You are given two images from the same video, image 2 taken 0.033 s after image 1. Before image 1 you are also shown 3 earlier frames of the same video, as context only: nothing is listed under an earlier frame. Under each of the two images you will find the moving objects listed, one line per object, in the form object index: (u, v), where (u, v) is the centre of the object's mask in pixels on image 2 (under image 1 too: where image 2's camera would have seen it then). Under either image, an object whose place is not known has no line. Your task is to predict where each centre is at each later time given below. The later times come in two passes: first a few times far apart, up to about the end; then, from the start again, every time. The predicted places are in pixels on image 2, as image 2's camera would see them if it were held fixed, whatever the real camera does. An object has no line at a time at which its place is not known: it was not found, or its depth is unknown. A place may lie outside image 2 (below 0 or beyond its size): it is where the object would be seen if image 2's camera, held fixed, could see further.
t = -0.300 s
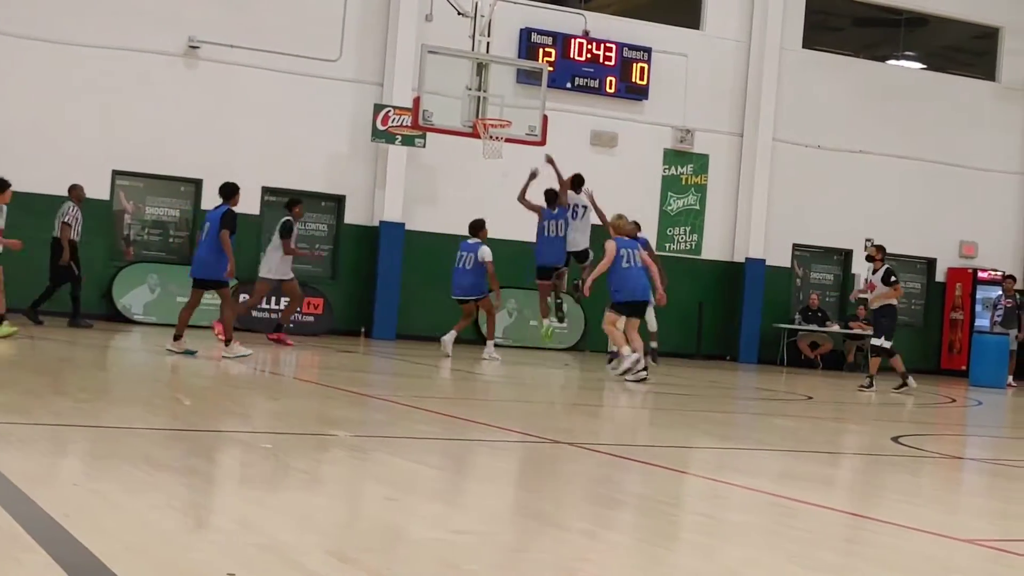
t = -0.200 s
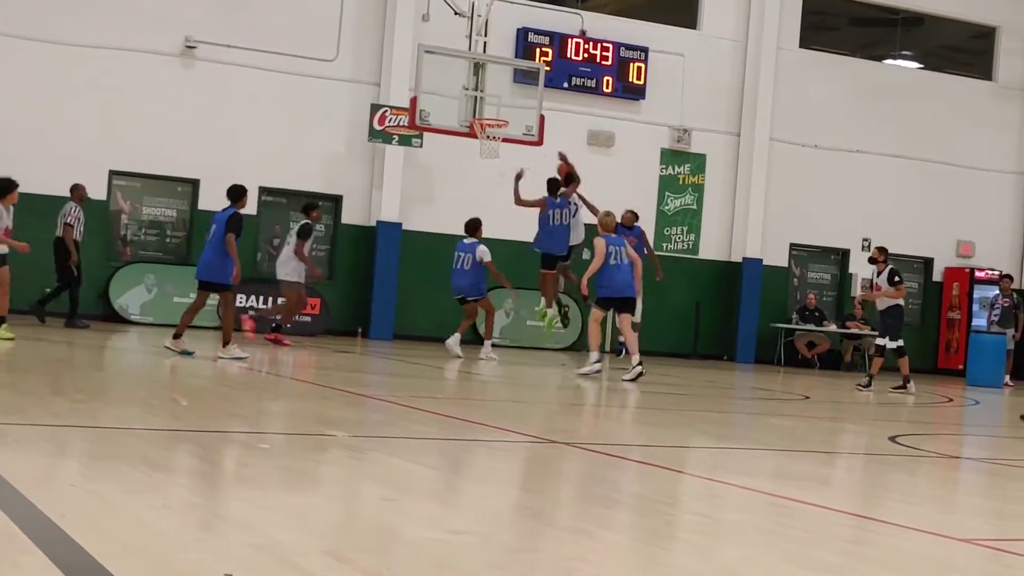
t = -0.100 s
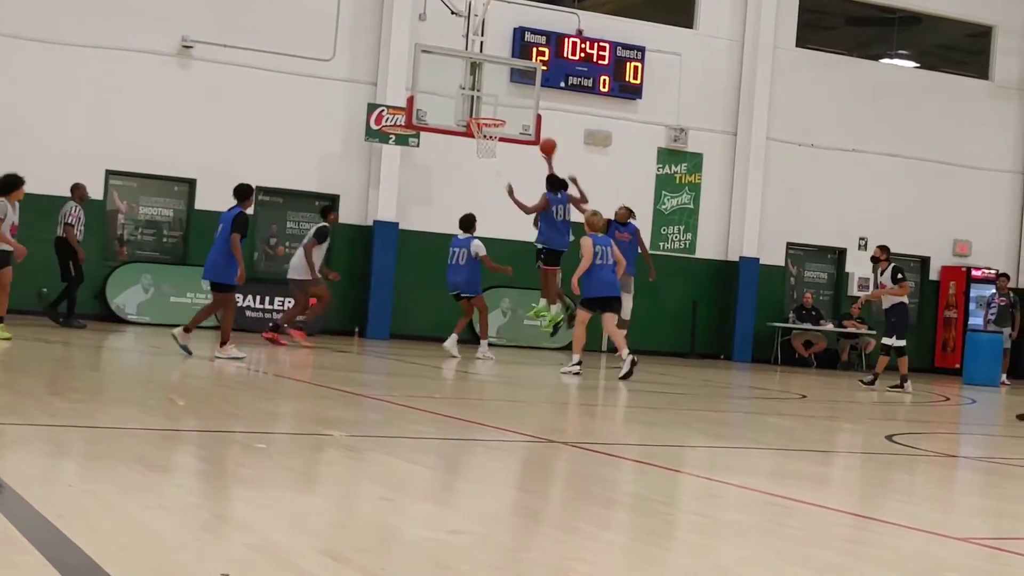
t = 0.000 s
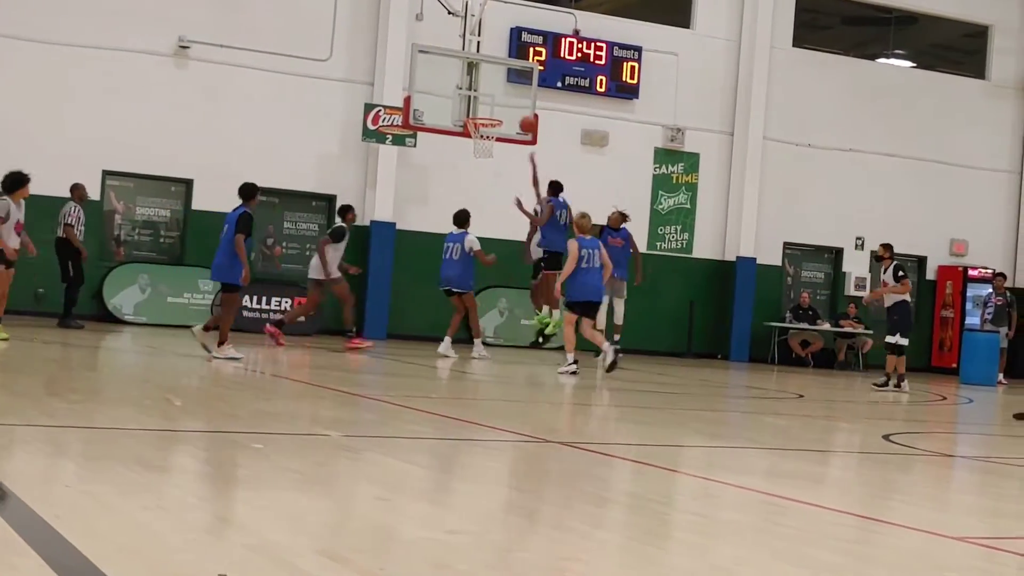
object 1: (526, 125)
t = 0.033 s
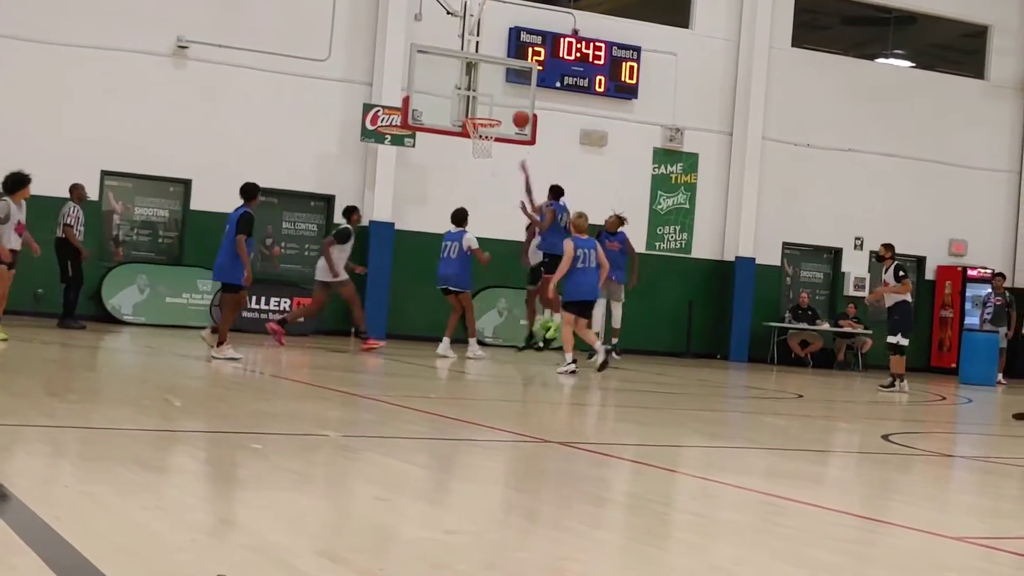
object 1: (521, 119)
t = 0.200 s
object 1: (498, 104)
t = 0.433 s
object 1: (489, 116)
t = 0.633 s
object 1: (476, 152)
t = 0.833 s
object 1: (465, 207)
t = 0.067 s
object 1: (515, 114)
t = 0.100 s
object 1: (509, 110)
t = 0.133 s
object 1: (503, 107)
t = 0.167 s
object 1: (499, 105)
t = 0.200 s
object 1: (498, 104)
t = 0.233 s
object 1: (497, 103)
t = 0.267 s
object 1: (496, 103)
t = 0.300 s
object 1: (495, 104)
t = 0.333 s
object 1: (494, 106)
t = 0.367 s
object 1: (492, 109)
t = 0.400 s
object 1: (491, 111)
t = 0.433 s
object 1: (489, 116)
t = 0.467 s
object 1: (487, 121)
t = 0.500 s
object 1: (484, 128)
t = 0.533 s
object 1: (482, 132)
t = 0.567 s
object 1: (480, 138)
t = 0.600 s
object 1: (478, 144)
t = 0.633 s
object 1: (476, 152)
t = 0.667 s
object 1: (474, 159)
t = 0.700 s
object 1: (472, 167)
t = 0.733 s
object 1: (471, 175)
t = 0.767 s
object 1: (469, 185)
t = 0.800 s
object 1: (467, 196)
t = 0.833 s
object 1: (465, 207)
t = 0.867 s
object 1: (462, 219)
